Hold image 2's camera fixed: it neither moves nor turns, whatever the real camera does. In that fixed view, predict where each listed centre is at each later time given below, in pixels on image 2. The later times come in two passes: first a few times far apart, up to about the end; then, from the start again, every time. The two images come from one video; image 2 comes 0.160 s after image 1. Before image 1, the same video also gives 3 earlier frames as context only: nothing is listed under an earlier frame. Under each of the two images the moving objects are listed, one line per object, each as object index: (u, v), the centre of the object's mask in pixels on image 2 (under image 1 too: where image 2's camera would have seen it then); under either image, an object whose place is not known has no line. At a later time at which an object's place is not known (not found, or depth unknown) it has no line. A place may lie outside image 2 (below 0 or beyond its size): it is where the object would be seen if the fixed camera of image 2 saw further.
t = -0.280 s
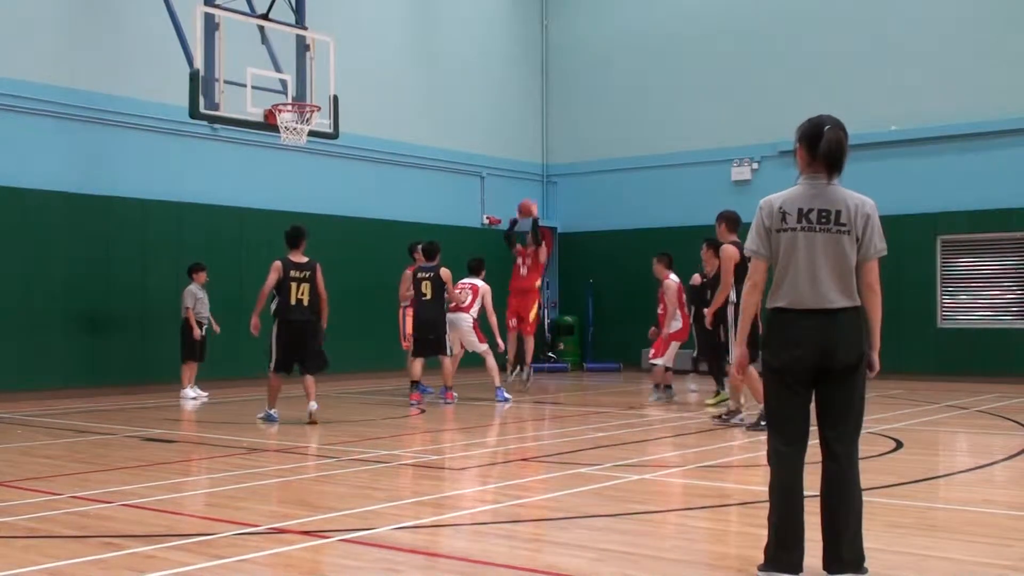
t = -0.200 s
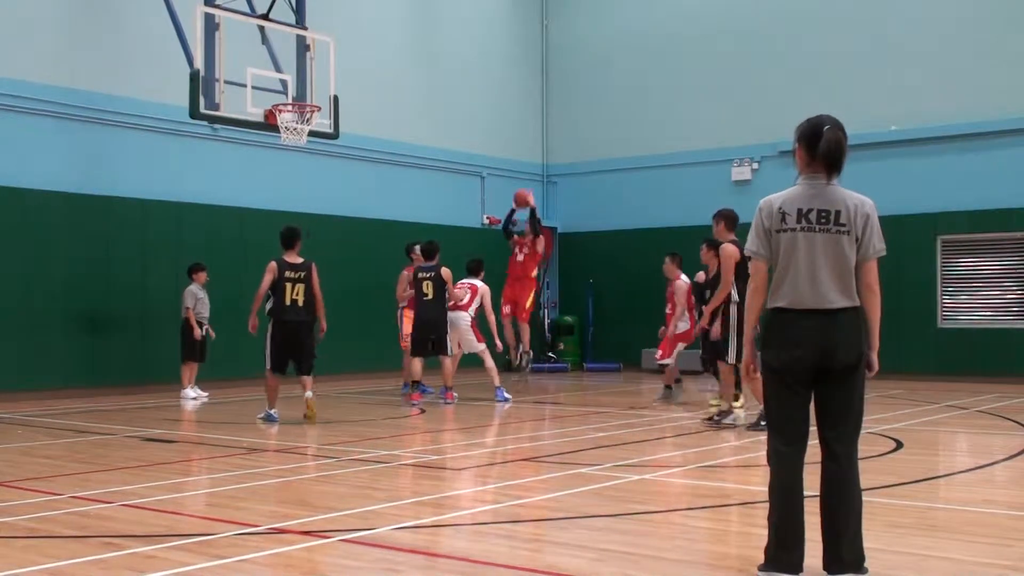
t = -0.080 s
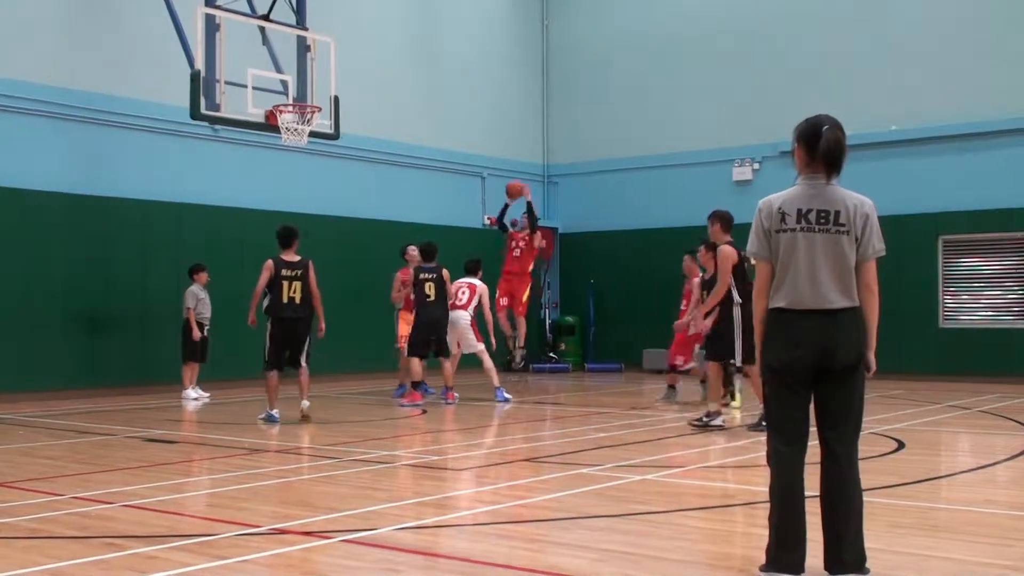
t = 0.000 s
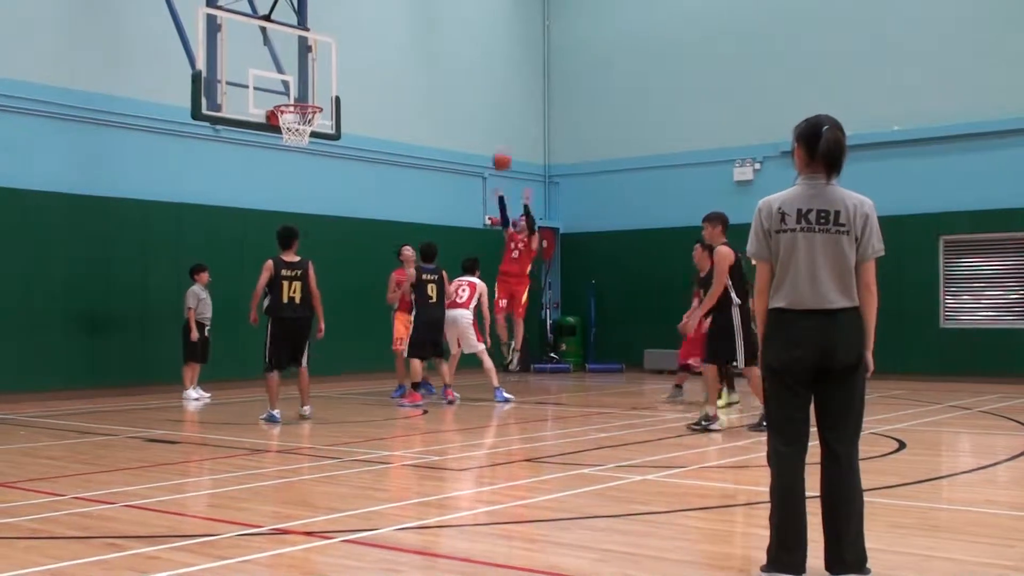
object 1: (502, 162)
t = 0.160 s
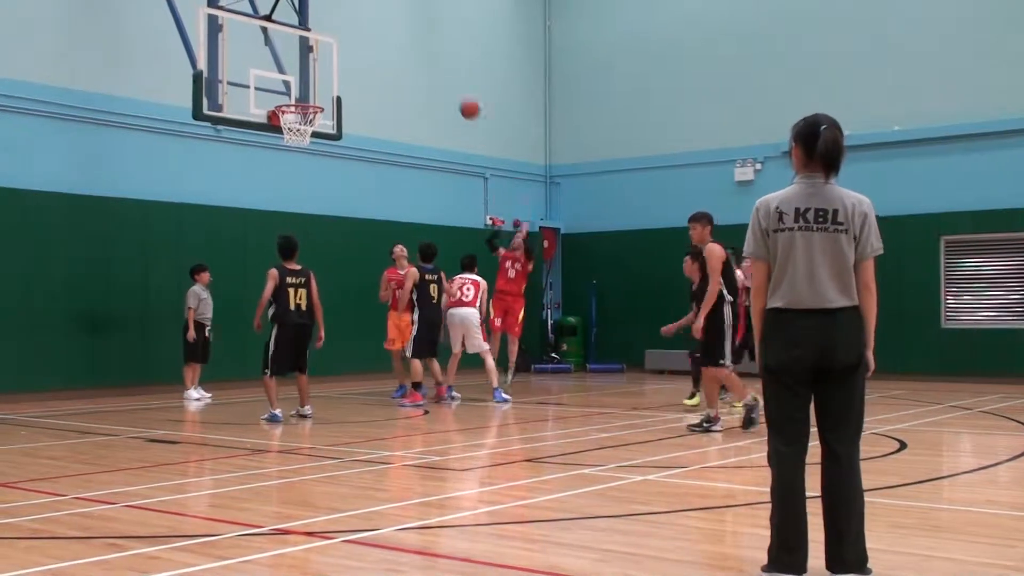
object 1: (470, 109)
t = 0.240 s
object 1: (452, 89)
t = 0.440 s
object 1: (407, 60)
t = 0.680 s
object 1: (345, 70)
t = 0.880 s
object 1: (293, 87)
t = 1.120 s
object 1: (241, 89)
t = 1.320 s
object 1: (237, 121)
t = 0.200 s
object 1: (461, 98)
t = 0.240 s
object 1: (452, 89)
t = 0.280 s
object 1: (443, 81)
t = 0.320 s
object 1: (434, 74)
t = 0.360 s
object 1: (425, 68)
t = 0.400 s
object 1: (416, 63)
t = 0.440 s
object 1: (407, 60)
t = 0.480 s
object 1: (397, 58)
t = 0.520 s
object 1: (387, 58)
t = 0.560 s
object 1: (376, 59)
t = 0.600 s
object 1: (366, 61)
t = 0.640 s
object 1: (355, 65)
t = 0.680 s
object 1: (345, 70)
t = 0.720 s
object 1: (334, 77)
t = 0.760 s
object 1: (323, 85)
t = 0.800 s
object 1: (312, 95)
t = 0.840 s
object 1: (302, 91)
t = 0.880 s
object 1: (293, 87)
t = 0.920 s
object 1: (285, 83)
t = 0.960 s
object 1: (277, 81)
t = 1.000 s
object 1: (268, 81)
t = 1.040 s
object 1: (259, 82)
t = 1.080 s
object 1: (250, 85)
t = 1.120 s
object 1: (241, 89)
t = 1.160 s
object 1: (234, 95)
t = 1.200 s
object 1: (235, 99)
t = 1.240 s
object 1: (236, 105)
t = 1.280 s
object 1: (237, 112)
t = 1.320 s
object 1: (237, 121)
